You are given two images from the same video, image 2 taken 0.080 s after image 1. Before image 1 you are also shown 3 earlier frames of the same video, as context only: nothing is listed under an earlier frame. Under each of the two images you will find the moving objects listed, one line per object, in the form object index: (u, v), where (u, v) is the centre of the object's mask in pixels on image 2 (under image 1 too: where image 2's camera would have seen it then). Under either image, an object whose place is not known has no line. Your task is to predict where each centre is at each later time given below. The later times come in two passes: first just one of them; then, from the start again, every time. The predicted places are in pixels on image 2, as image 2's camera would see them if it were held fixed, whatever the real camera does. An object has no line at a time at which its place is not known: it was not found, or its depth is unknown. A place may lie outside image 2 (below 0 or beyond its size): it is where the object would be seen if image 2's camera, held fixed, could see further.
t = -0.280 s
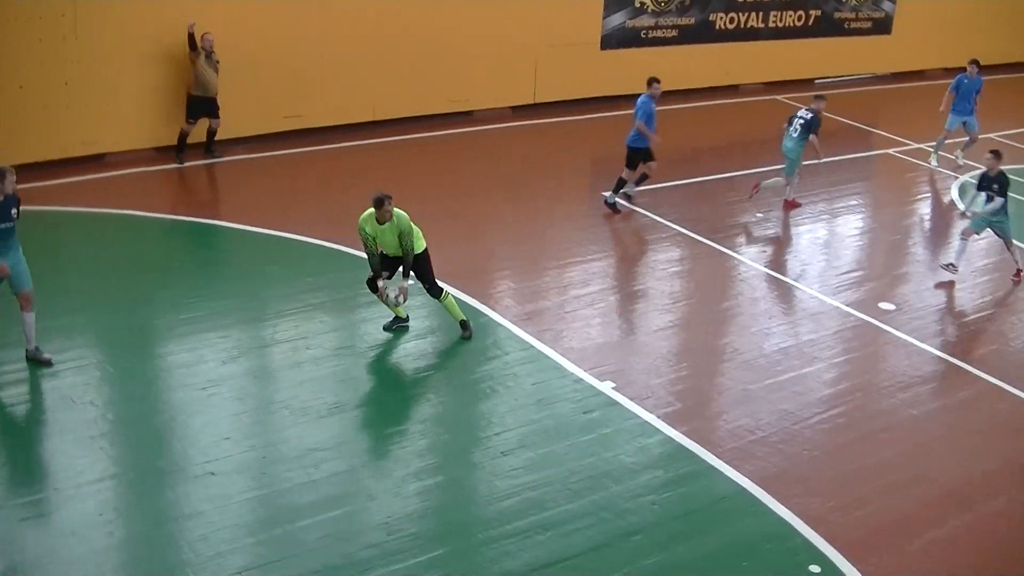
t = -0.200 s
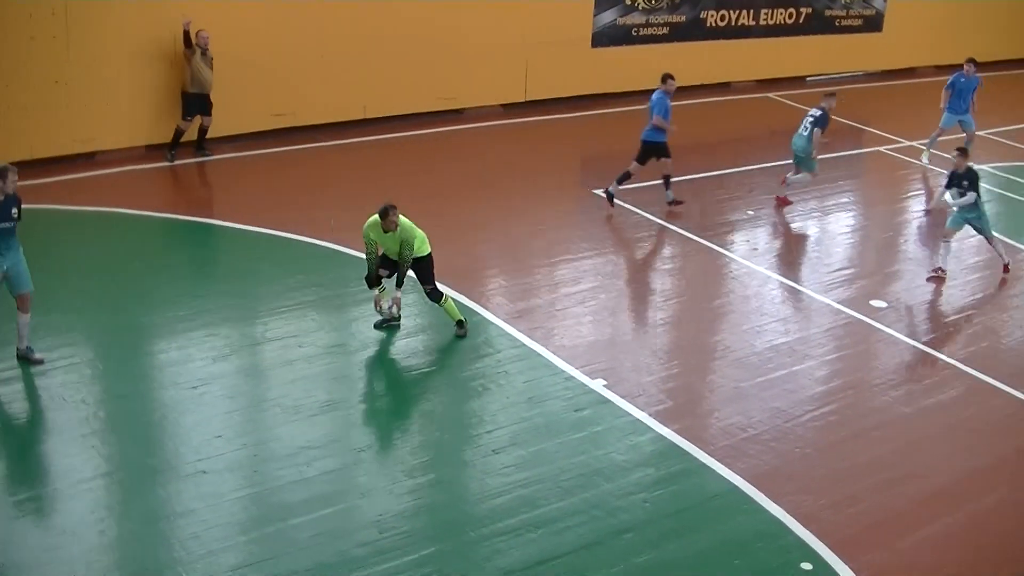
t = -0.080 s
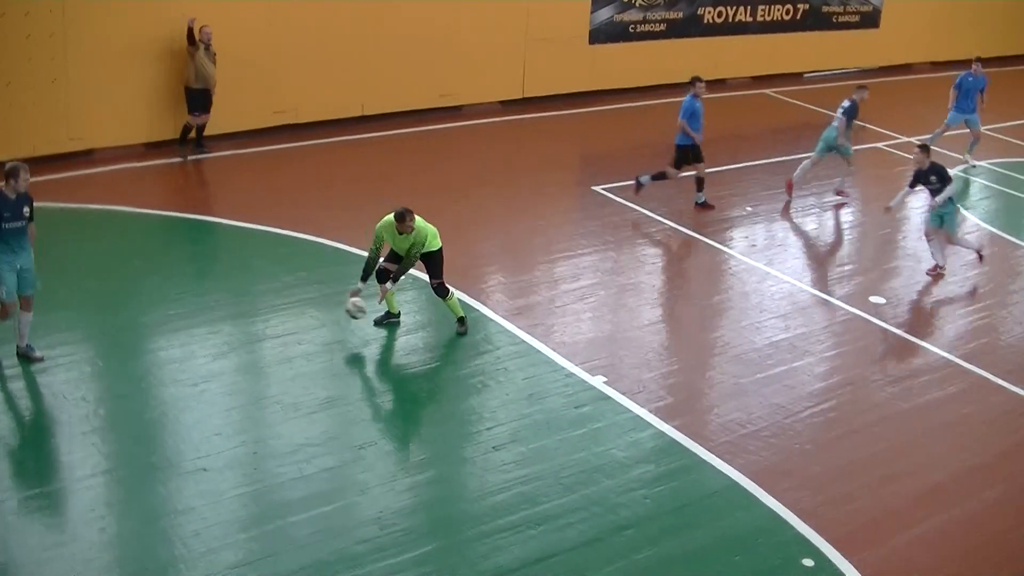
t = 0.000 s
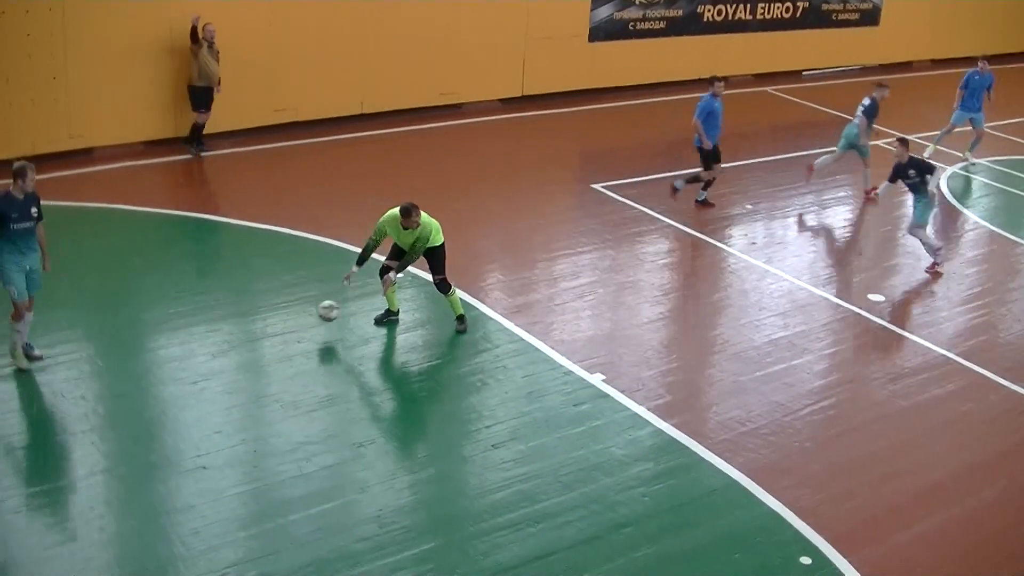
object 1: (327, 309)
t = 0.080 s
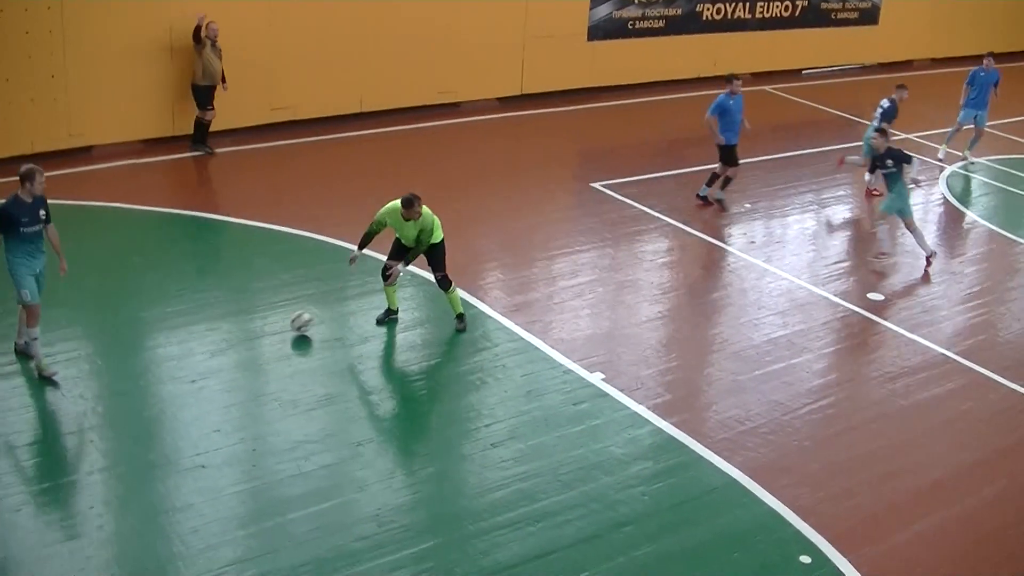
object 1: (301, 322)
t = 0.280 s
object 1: (253, 321)
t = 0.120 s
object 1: (289, 321)
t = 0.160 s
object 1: (280, 319)
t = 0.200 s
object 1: (272, 318)
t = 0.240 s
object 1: (262, 318)
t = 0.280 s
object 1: (253, 321)
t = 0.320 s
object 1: (242, 321)
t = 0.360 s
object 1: (232, 321)
